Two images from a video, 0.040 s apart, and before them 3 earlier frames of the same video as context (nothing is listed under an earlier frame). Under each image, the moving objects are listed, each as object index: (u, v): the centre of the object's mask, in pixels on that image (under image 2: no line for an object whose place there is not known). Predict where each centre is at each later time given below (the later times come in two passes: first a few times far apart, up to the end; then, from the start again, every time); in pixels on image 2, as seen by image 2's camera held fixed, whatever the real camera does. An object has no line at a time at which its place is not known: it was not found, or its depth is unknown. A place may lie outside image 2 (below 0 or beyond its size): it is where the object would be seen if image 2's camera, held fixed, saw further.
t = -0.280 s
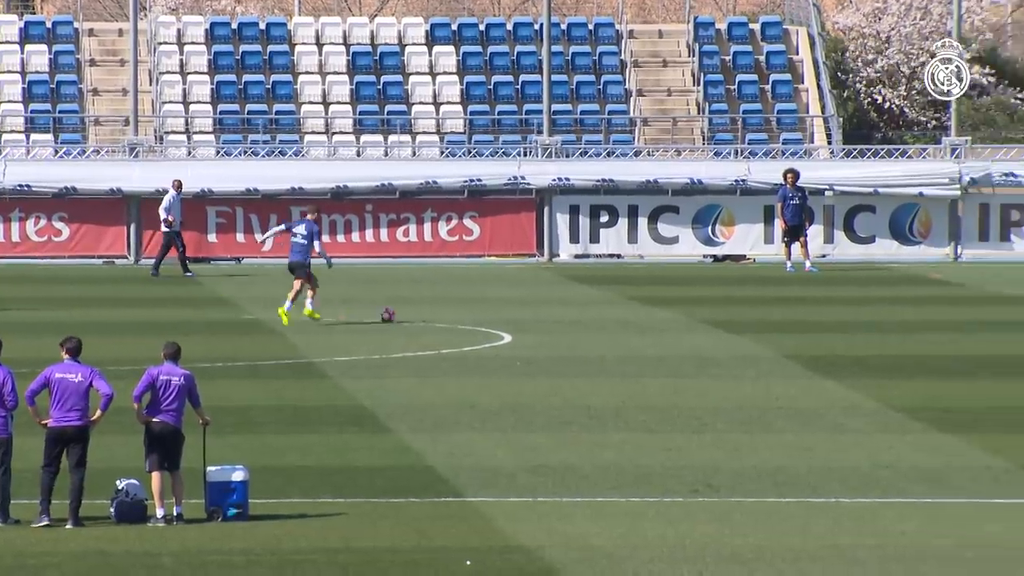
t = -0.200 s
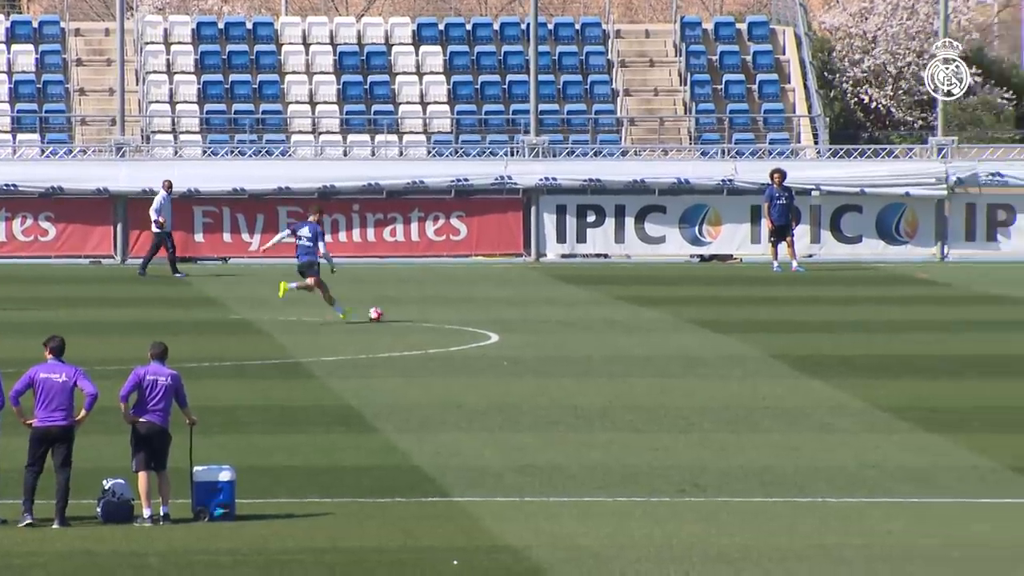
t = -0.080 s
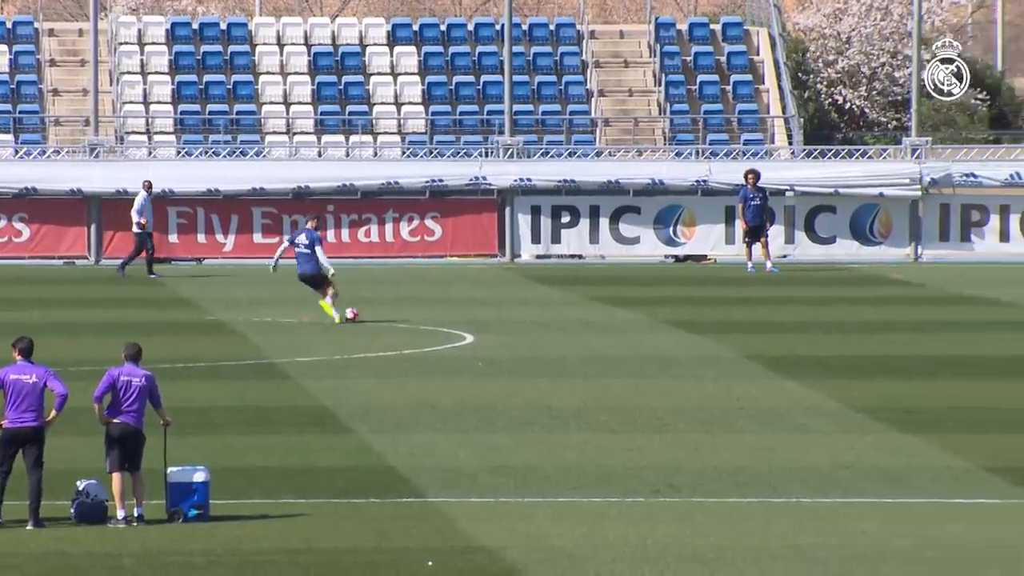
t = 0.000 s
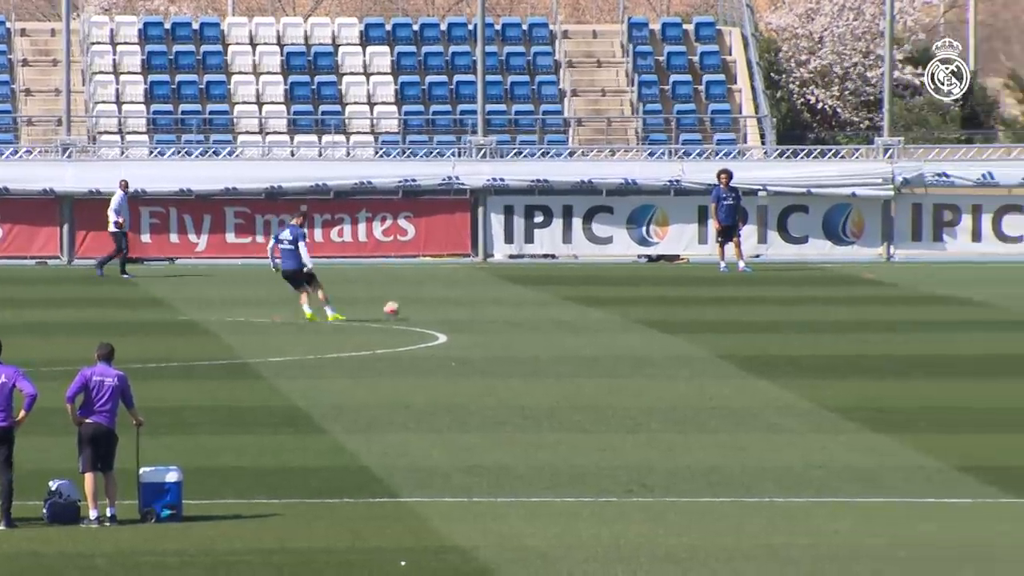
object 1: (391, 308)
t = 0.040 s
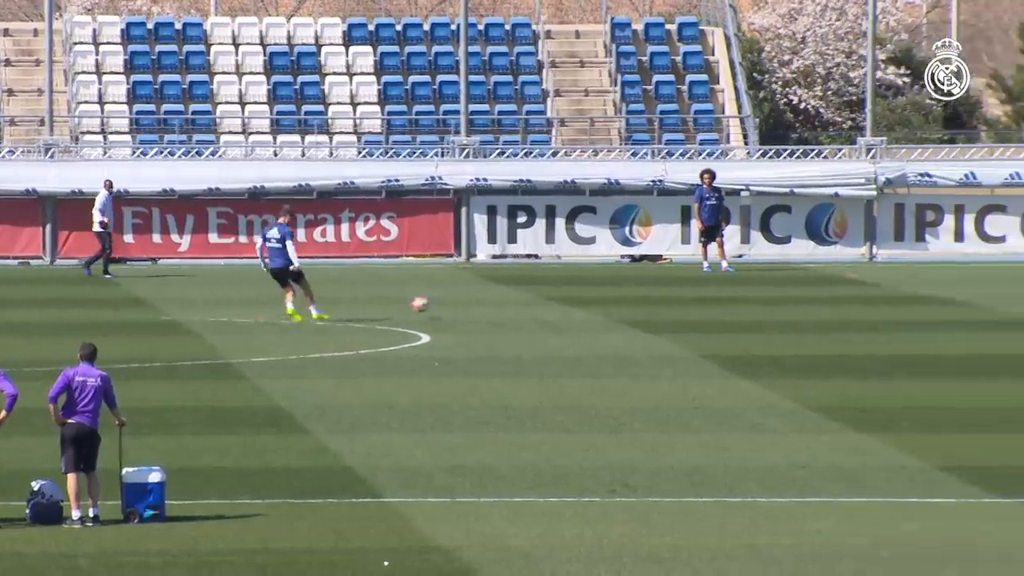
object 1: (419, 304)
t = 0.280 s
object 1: (678, 296)
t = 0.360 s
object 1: (759, 296)
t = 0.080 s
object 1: (464, 300)
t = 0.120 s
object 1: (507, 296)
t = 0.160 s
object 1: (549, 294)
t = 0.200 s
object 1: (593, 294)
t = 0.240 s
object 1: (635, 294)
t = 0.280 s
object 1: (678, 296)
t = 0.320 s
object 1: (720, 299)
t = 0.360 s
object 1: (759, 296)
